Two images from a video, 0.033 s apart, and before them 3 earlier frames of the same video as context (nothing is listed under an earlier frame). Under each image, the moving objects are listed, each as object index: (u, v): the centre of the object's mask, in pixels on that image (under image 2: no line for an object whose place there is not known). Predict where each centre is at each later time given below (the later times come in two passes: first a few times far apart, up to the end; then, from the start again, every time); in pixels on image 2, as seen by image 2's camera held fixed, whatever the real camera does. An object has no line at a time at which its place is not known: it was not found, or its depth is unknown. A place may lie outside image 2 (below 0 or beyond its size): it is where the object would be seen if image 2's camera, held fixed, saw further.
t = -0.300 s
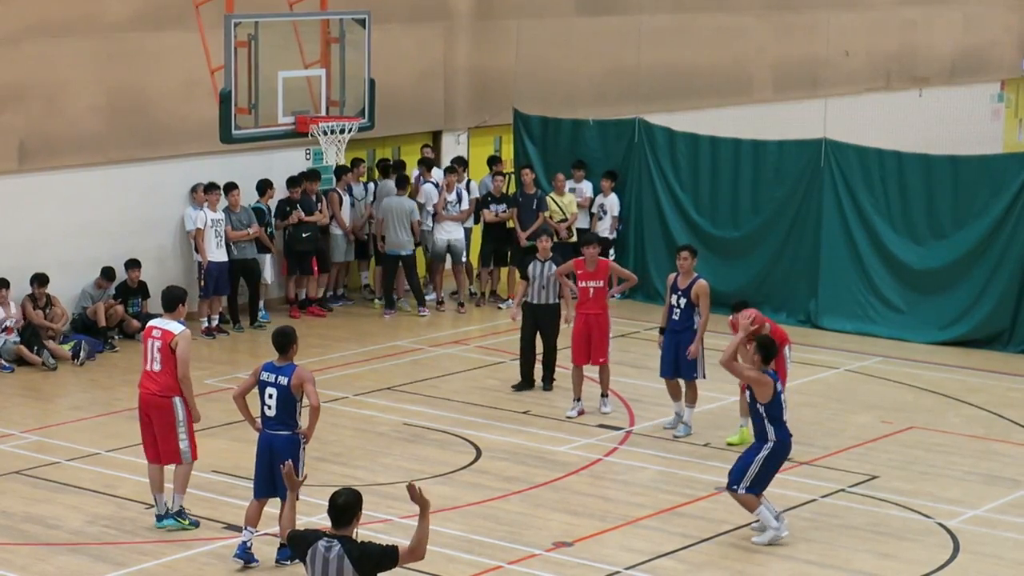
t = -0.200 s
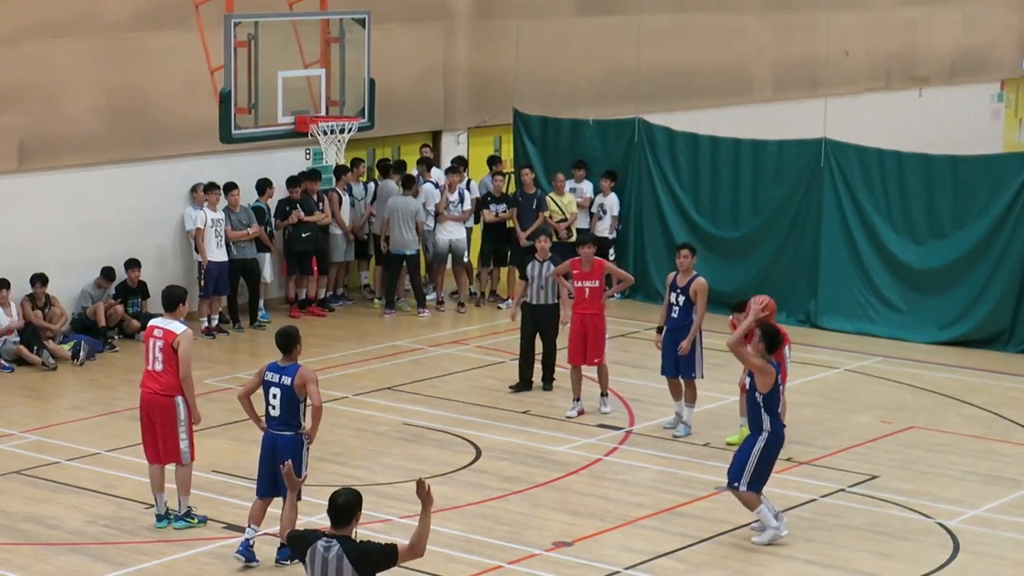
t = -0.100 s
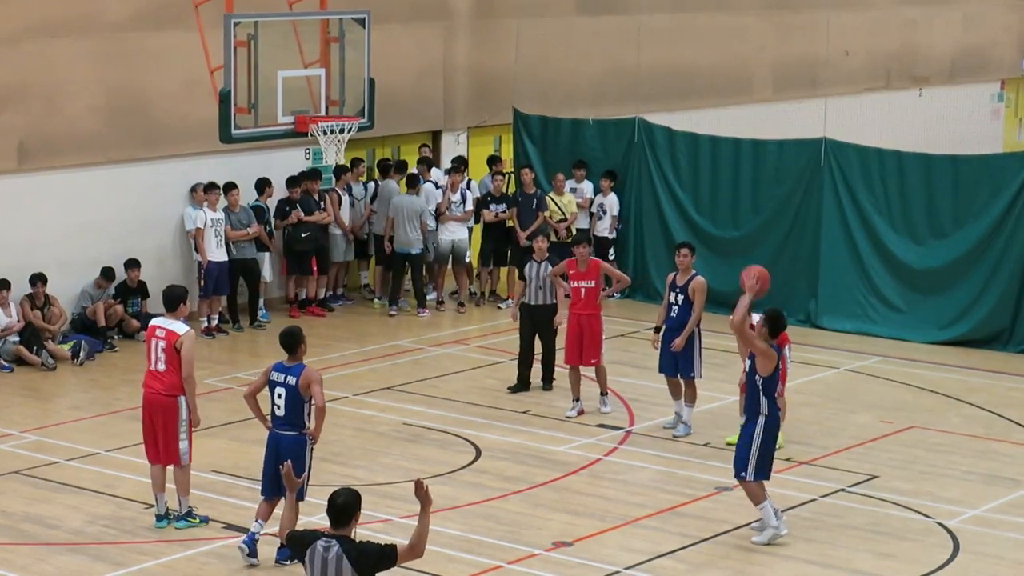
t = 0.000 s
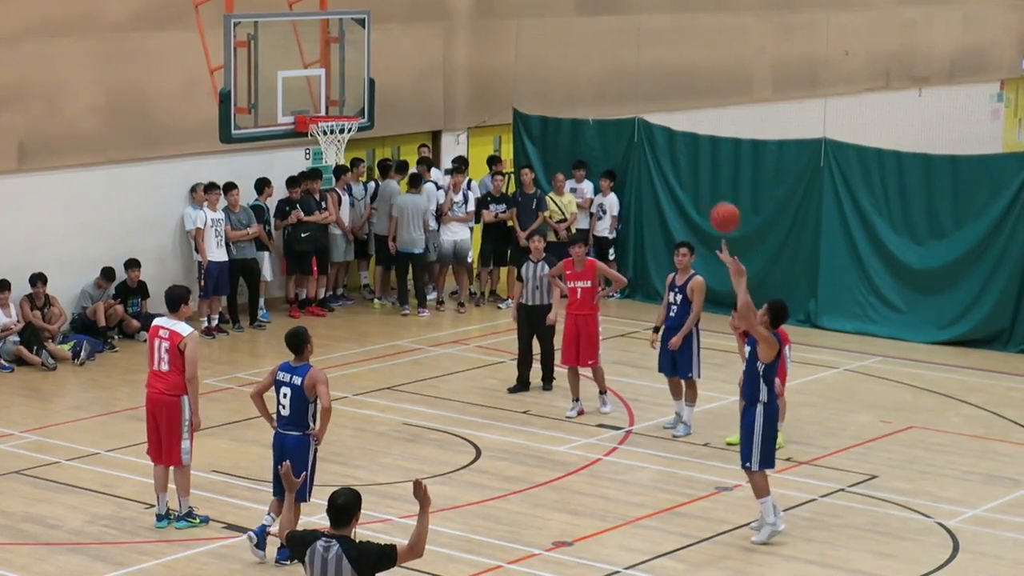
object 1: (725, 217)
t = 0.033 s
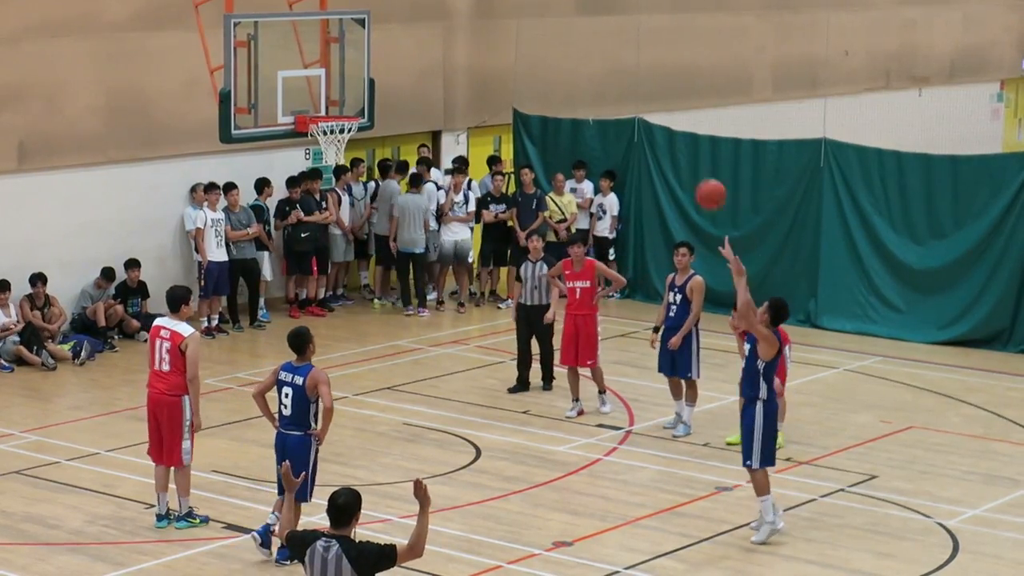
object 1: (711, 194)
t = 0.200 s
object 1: (640, 99)
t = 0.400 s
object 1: (559, 33)
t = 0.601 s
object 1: (482, 13)
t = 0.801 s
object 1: (407, 40)
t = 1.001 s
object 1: (338, 106)
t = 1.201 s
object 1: (327, 206)
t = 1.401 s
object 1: (326, 346)
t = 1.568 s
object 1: (328, 432)
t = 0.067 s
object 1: (696, 172)
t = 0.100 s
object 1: (682, 152)
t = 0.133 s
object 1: (668, 134)
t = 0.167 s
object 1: (654, 116)
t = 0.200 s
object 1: (640, 99)
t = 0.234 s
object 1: (627, 85)
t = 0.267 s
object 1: (613, 72)
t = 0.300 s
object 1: (599, 60)
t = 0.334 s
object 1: (586, 49)
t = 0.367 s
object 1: (573, 40)
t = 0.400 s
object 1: (559, 33)
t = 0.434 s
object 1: (546, 26)
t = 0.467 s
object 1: (533, 20)
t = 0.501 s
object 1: (520, 17)
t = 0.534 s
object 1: (507, 14)
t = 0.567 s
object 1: (494, 13)
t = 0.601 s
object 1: (482, 13)
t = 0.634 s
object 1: (469, 14)
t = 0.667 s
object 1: (456, 17)
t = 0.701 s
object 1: (444, 20)
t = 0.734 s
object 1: (432, 26)
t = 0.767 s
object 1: (420, 33)
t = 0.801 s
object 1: (407, 40)
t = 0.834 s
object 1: (396, 49)
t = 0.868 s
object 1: (384, 58)
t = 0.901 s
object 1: (372, 69)
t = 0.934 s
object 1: (361, 81)
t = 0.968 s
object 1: (349, 94)
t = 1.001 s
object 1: (338, 106)
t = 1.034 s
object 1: (328, 115)
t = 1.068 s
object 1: (325, 136)
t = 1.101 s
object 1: (329, 154)
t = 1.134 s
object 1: (326, 171)
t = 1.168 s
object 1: (326, 188)
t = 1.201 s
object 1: (327, 206)
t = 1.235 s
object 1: (326, 227)
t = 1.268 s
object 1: (326, 249)
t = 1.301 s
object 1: (327, 271)
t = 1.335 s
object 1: (326, 295)
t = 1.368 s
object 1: (326, 320)
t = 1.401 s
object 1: (326, 346)
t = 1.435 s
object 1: (325, 373)
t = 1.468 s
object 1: (325, 401)
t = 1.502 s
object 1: (324, 431)
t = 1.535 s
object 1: (325, 453)
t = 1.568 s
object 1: (328, 432)
